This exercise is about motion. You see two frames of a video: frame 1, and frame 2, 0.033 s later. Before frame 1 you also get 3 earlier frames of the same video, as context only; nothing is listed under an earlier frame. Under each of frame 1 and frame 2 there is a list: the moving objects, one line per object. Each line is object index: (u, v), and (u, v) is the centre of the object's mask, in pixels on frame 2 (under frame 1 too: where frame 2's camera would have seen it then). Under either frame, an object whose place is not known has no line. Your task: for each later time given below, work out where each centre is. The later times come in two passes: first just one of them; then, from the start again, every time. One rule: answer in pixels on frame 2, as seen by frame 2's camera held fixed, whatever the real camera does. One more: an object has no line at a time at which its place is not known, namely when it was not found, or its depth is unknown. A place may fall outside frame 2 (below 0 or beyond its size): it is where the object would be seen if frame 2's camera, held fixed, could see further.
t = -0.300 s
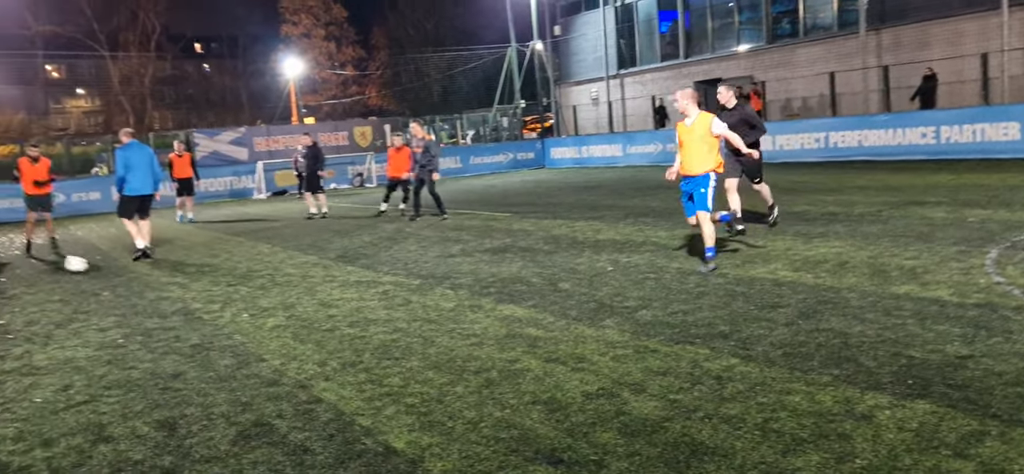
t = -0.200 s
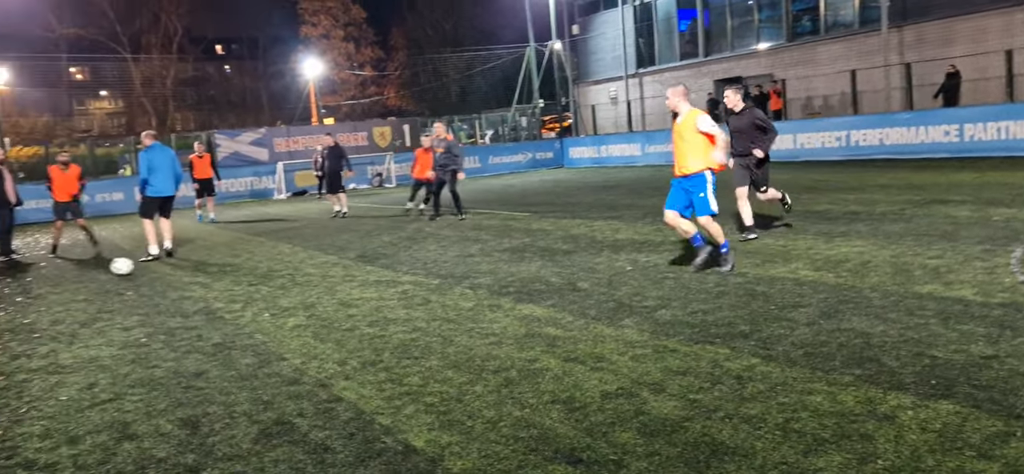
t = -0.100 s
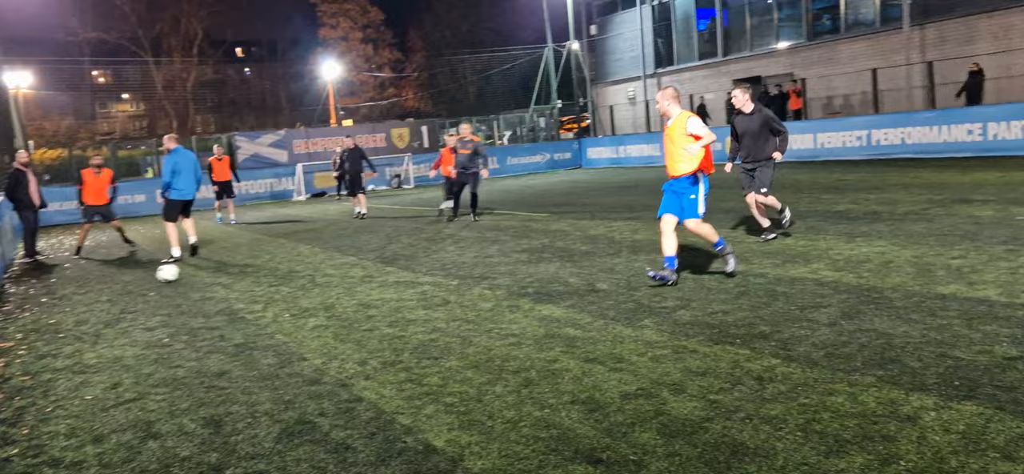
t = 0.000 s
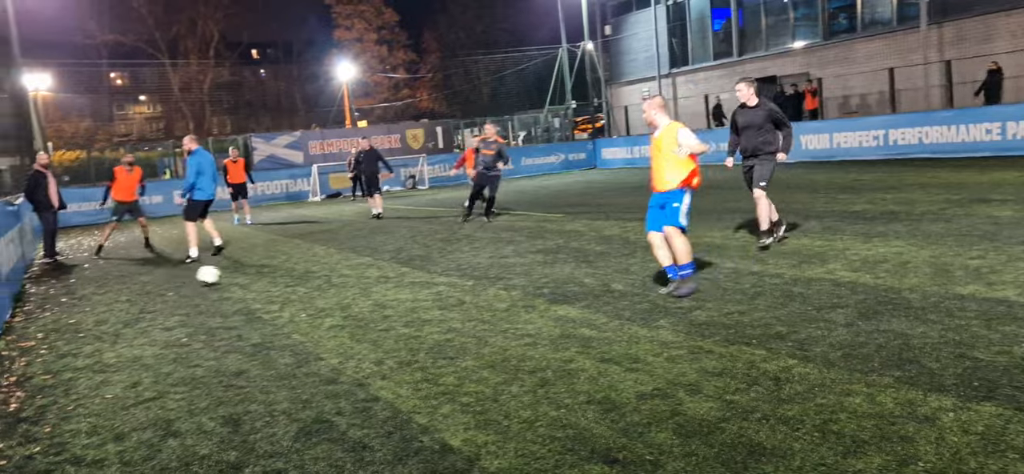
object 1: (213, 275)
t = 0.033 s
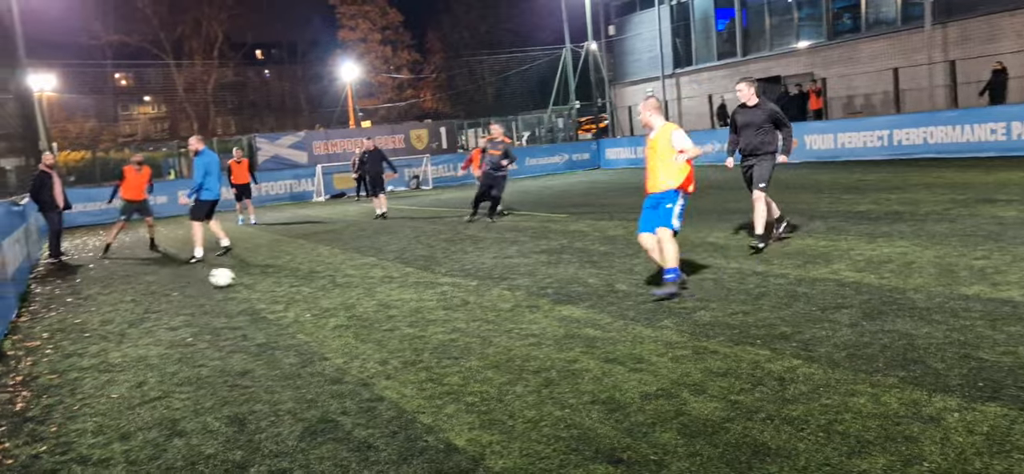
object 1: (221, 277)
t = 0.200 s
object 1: (262, 281)
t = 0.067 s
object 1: (230, 280)
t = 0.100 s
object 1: (237, 280)
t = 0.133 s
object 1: (246, 279)
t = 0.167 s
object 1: (254, 280)
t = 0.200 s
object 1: (262, 281)
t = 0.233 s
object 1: (271, 283)
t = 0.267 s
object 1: (280, 287)
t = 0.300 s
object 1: (289, 288)
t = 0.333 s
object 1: (297, 287)
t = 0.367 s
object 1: (306, 287)
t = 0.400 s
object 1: (315, 288)
